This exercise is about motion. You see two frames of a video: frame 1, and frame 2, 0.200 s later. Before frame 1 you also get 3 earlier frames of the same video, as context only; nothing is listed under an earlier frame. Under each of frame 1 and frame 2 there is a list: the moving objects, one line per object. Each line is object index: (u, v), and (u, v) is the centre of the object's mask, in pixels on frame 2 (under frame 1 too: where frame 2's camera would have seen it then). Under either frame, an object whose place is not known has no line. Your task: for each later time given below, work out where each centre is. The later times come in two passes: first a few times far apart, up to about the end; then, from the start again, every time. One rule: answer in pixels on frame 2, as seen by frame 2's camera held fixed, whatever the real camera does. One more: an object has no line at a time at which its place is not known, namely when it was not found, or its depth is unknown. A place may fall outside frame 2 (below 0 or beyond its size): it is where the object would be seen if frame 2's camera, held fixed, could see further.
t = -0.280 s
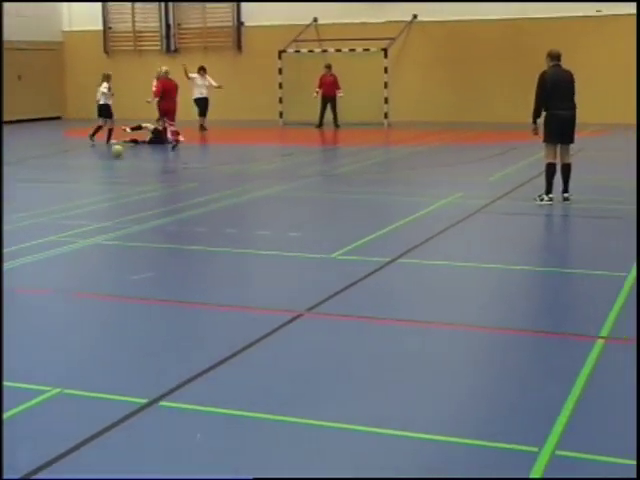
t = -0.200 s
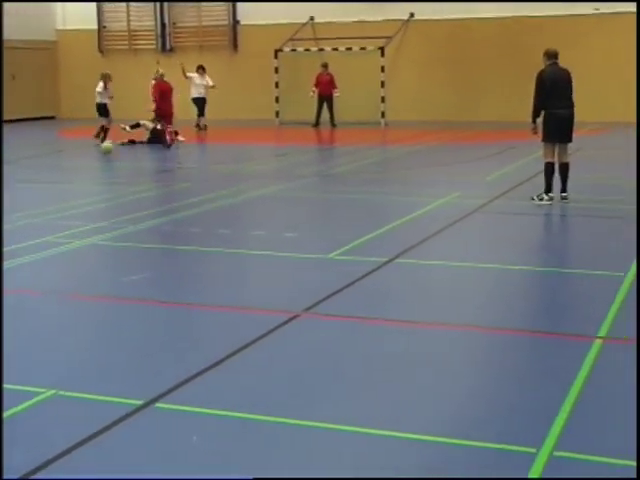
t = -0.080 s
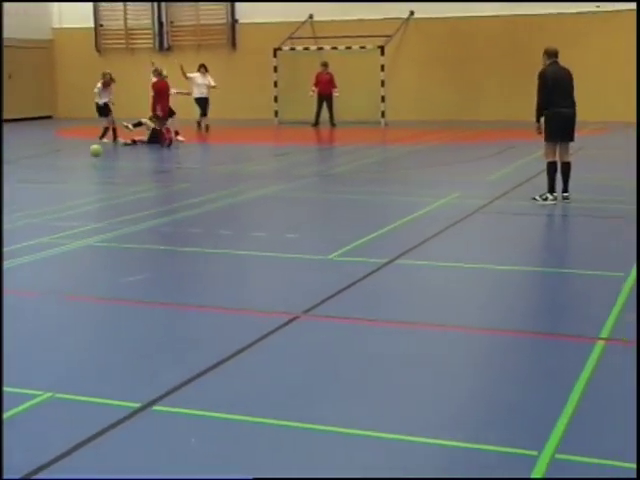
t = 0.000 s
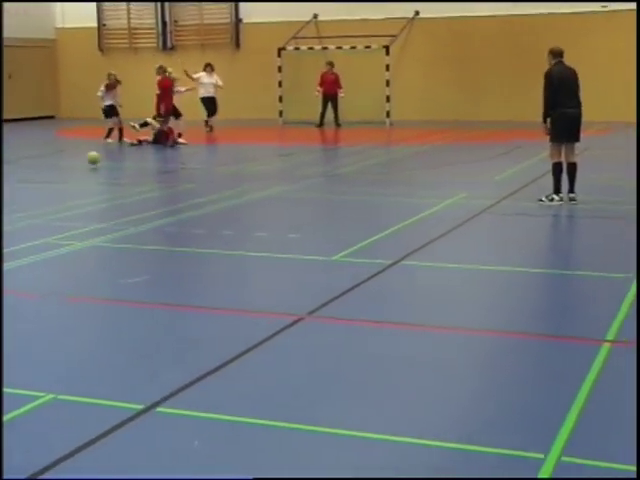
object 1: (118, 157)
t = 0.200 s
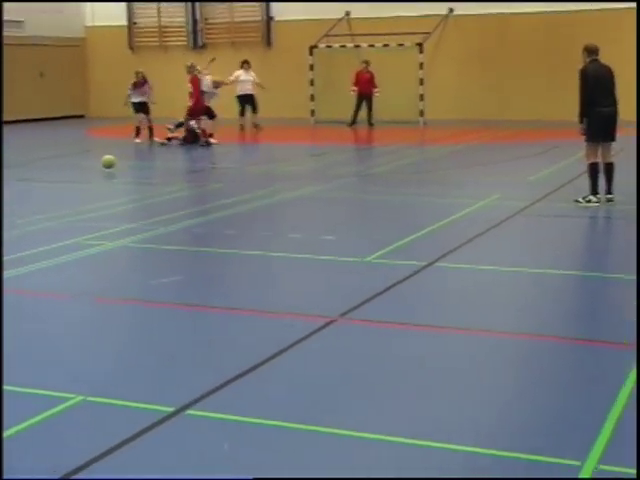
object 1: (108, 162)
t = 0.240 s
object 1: (106, 164)
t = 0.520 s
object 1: (95, 174)
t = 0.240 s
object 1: (106, 164)
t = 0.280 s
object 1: (104, 168)
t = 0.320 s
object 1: (103, 165)
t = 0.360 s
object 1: (102, 165)
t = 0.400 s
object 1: (101, 165)
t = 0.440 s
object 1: (100, 168)
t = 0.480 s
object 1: (97, 170)
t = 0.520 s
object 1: (95, 174)
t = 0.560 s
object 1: (93, 173)
